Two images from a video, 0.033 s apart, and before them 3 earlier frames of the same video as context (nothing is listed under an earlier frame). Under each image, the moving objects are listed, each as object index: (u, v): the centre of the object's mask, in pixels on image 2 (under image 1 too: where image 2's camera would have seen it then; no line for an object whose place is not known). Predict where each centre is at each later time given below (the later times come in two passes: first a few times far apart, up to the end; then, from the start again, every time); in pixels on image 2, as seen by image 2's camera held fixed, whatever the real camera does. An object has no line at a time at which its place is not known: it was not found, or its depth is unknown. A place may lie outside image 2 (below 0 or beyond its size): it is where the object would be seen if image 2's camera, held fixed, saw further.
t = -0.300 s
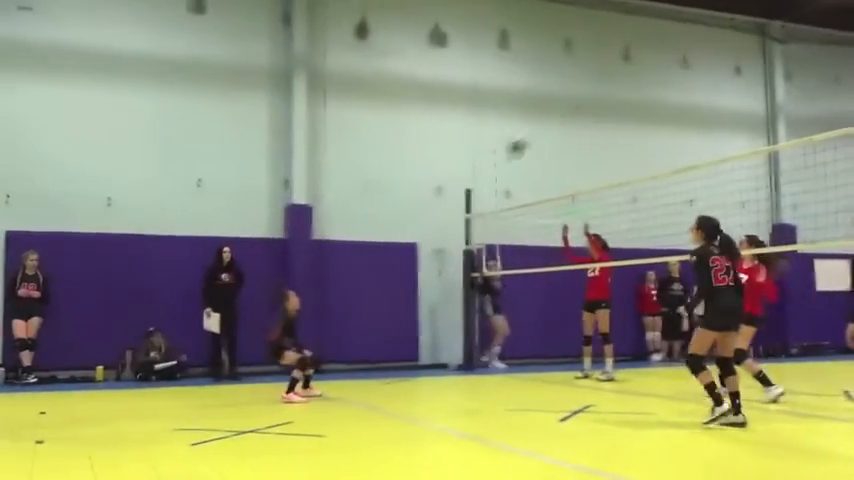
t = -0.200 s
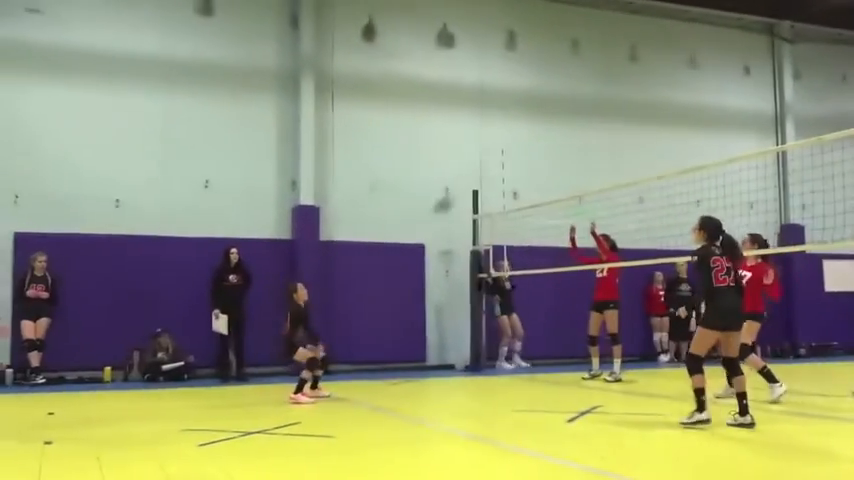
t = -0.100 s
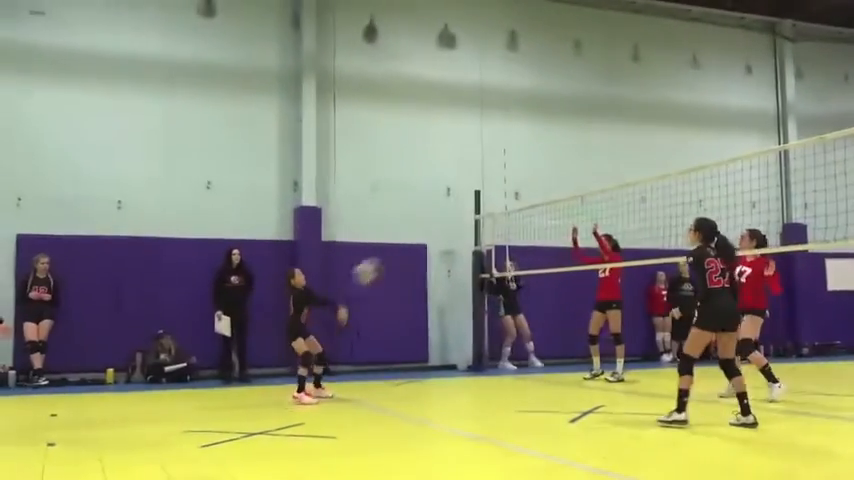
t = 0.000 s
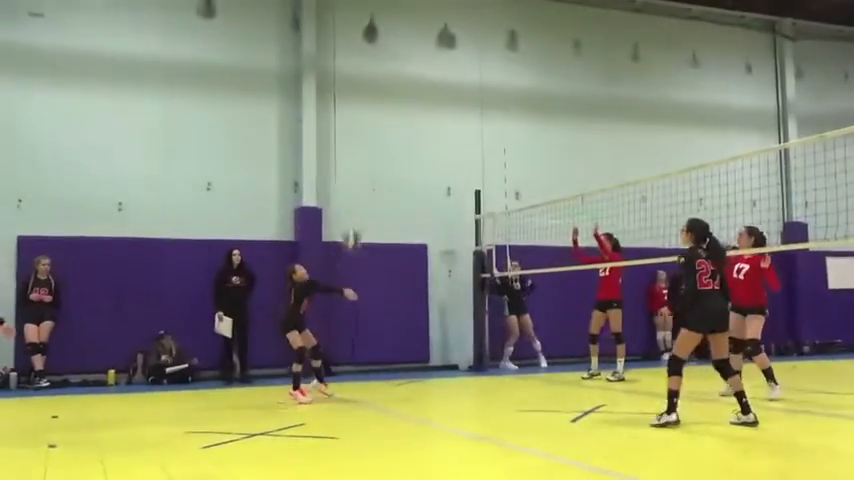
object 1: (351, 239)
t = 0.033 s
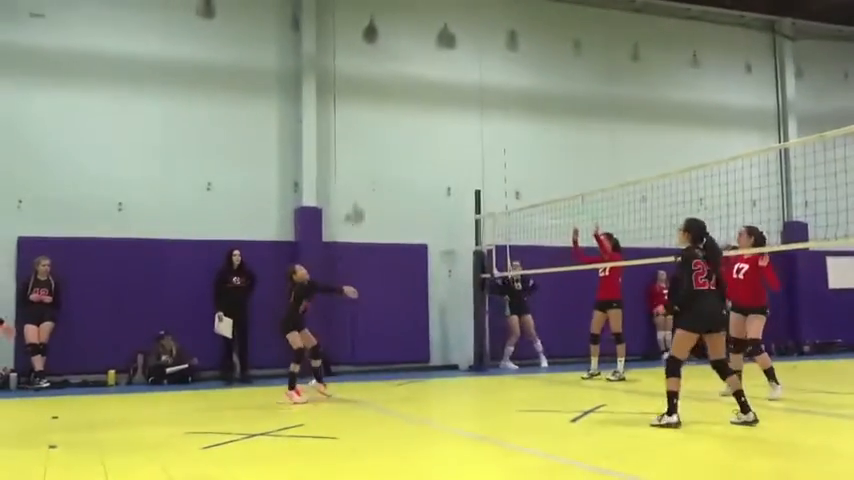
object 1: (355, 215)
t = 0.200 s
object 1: (368, 120)
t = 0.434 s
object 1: (384, 35)
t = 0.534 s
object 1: (391, 12)
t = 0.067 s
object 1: (358, 193)
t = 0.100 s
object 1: (360, 173)
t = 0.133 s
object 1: (363, 154)
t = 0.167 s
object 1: (366, 137)
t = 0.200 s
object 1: (368, 120)
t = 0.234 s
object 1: (371, 105)
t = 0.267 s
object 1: (373, 89)
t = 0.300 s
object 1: (376, 76)
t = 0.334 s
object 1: (378, 64)
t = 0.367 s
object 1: (381, 53)
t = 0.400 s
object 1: (382, 44)
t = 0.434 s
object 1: (384, 35)
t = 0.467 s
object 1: (387, 26)
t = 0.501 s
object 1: (388, 19)
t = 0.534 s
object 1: (391, 12)
